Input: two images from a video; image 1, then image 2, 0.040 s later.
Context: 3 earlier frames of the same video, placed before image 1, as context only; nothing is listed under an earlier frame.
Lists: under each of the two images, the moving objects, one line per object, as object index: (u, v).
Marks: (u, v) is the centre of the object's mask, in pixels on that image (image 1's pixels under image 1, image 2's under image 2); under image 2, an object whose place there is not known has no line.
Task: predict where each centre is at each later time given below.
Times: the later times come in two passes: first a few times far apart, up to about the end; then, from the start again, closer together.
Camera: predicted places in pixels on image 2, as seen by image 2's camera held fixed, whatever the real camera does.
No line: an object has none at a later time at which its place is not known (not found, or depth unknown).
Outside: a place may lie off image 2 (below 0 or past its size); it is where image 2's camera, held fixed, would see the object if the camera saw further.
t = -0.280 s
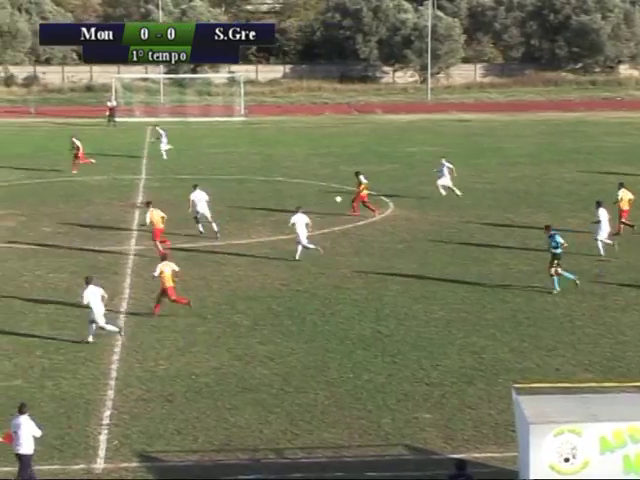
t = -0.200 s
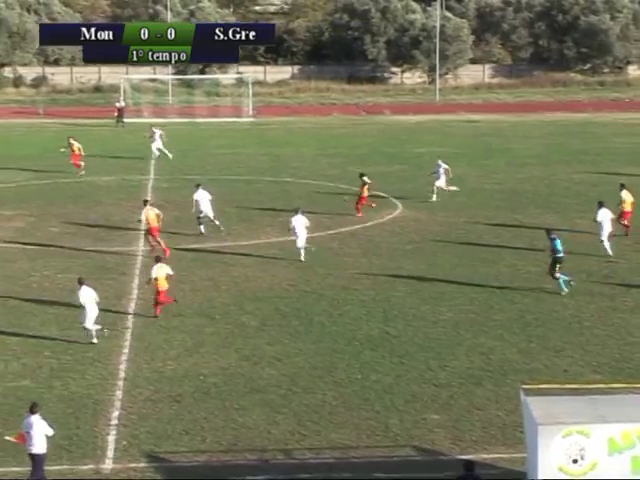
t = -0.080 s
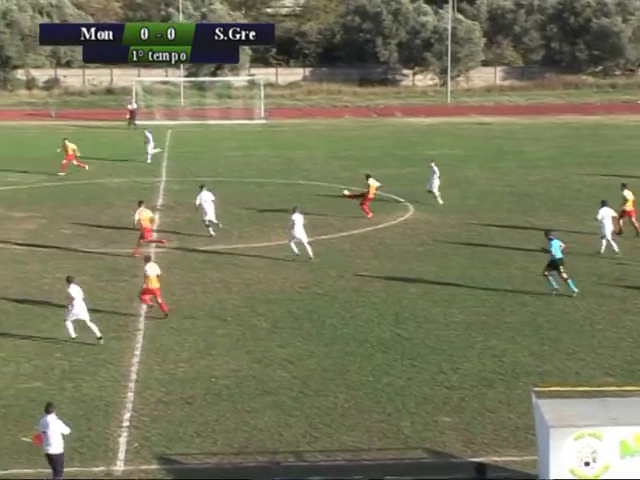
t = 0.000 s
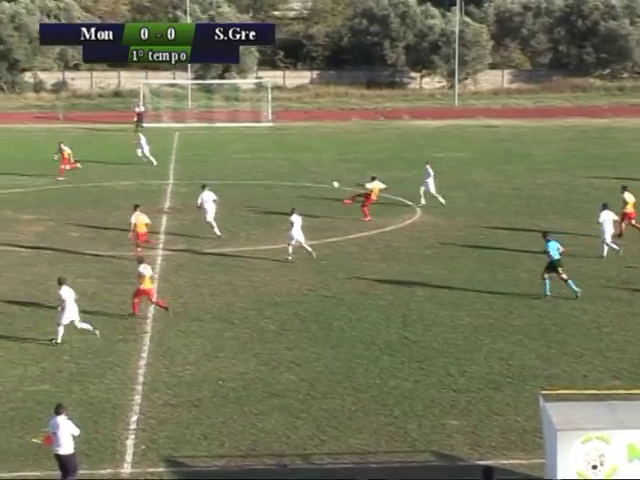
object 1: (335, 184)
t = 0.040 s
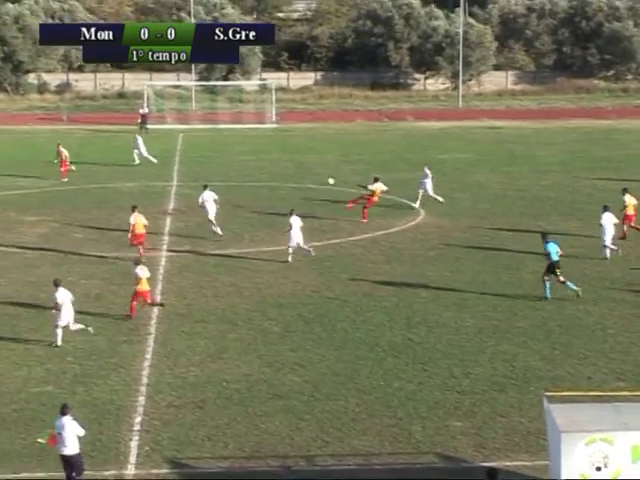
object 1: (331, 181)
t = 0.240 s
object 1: (292, 165)
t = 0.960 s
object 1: (200, 180)
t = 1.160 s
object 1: (204, 163)
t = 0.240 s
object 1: (292, 165)
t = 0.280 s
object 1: (285, 163)
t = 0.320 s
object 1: (278, 162)
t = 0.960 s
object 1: (200, 180)
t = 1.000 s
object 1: (201, 176)
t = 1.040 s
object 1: (202, 172)
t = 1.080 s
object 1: (202, 168)
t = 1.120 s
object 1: (203, 165)
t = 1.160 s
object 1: (204, 163)
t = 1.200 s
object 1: (204, 161)
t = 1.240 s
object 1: (205, 160)
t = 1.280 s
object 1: (207, 158)
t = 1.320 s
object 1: (208, 157)
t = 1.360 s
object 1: (208, 158)
